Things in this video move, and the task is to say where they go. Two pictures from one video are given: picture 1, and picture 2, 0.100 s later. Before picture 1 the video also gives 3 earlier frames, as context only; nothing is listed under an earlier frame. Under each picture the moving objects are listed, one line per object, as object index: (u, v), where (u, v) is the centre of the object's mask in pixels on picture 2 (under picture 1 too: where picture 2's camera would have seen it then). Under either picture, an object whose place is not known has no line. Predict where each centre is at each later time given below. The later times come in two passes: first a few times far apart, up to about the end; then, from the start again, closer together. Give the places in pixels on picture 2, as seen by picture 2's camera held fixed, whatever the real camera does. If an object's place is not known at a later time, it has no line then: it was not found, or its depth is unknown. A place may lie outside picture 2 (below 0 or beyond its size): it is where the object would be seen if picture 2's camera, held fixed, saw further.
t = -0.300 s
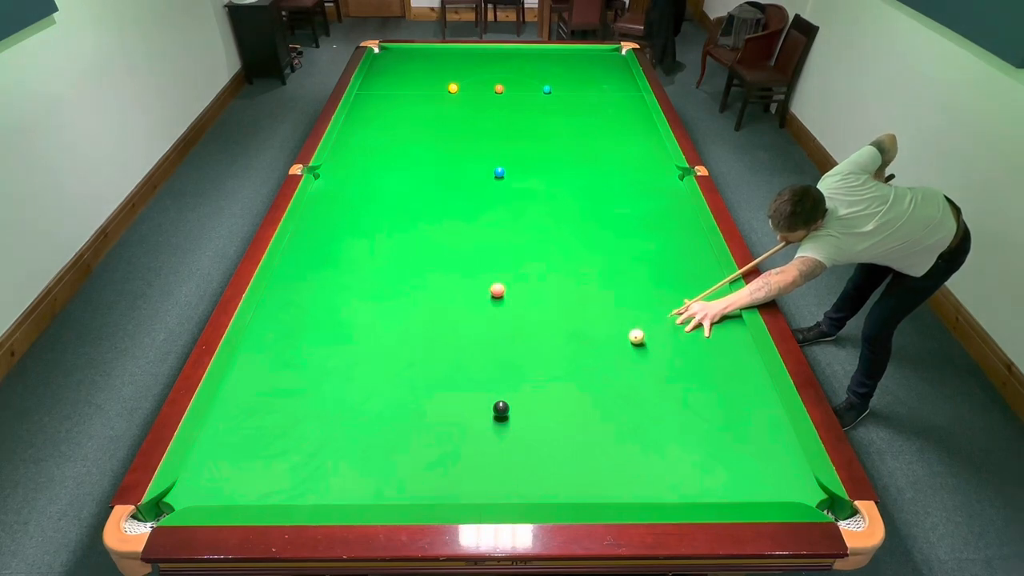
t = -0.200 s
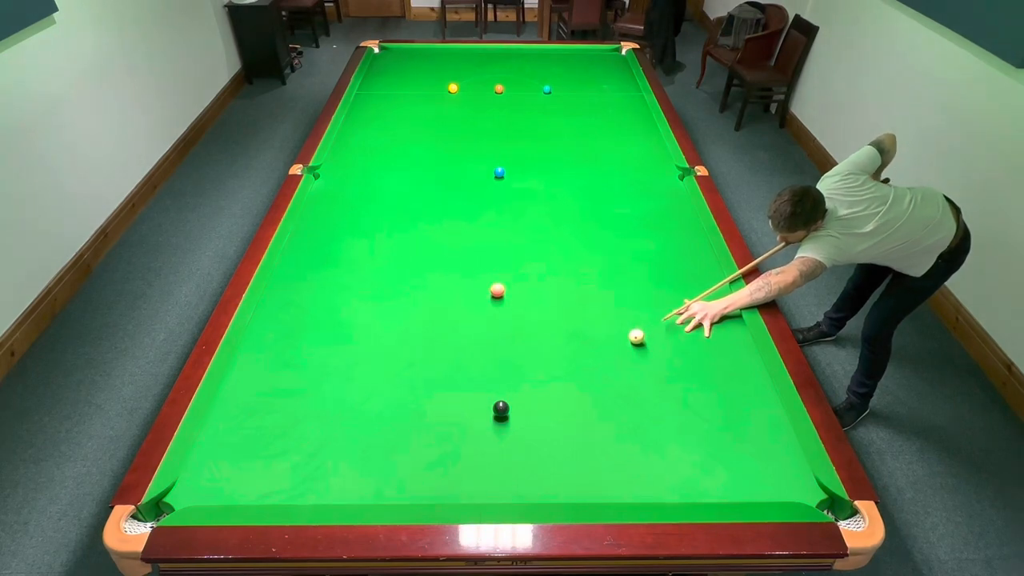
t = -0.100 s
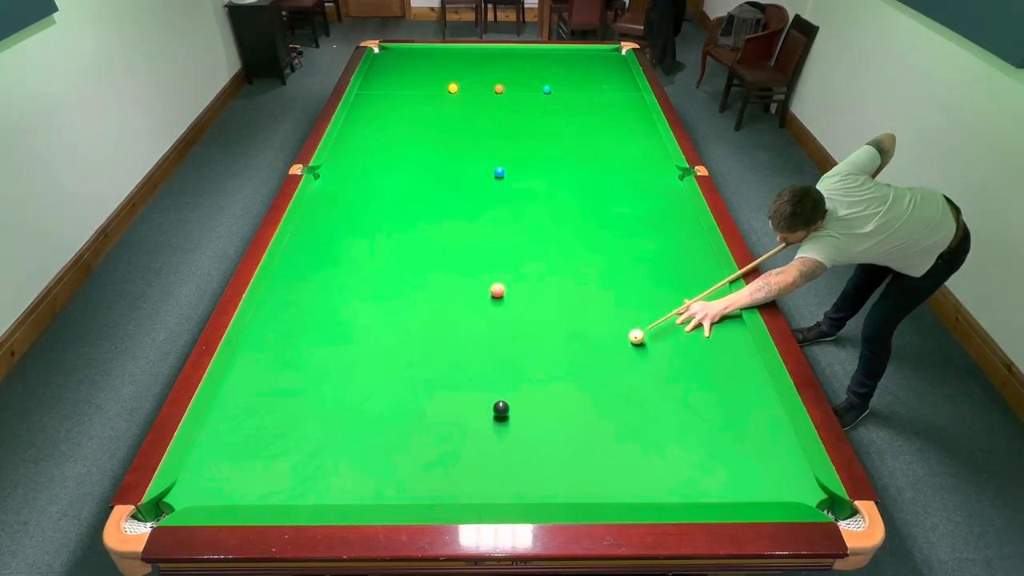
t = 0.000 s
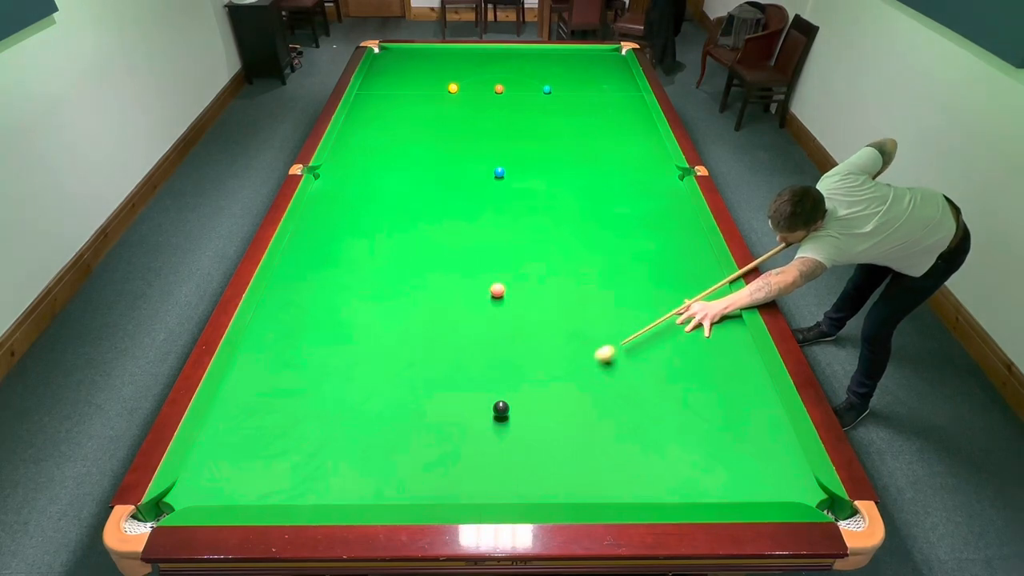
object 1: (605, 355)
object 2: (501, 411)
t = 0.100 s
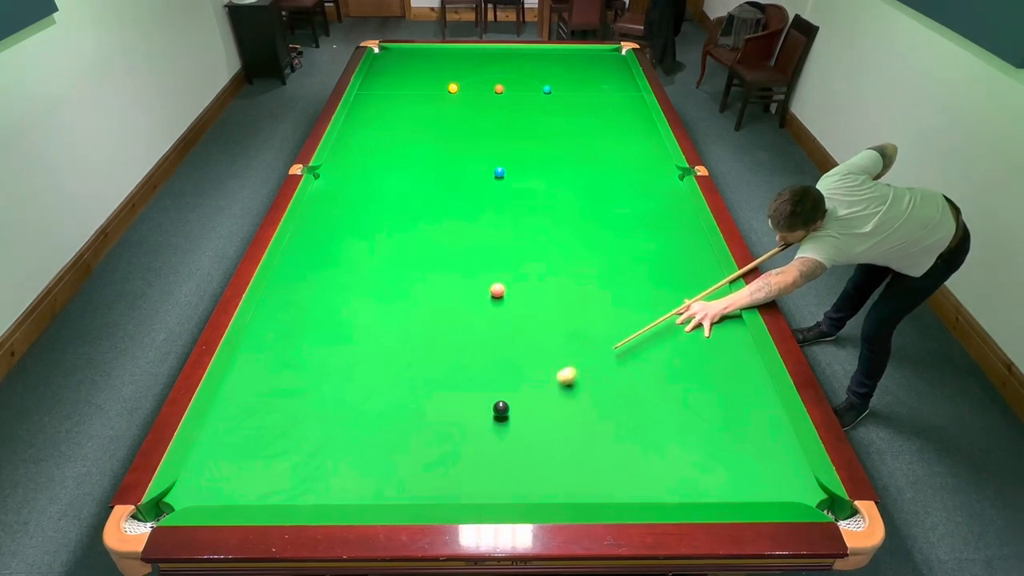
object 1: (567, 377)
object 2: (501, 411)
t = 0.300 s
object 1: (519, 414)
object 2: (471, 419)
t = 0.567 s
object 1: (504, 450)
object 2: (377, 446)
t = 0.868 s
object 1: (482, 494)
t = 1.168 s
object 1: (468, 469)
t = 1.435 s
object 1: (458, 448)
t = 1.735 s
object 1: (447, 428)
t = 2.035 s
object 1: (437, 411)
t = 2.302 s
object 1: (429, 399)
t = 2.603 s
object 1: (422, 386)
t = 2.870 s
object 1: (417, 376)
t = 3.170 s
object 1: (411, 367)
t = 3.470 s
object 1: (407, 360)
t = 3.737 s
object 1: (404, 355)
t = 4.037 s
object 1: (401, 350)
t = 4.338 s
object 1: (400, 346)
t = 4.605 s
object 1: (398, 345)
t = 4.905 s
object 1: (398, 344)
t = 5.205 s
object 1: (398, 344)
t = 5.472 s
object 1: (398, 344)
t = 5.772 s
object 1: (398, 345)
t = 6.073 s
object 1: (398, 344)
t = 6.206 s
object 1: (398, 344)
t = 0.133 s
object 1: (554, 384)
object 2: (501, 411)
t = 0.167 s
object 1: (541, 391)
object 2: (501, 411)
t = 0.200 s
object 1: (529, 398)
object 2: (501, 411)
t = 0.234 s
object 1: (518, 406)
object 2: (498, 411)
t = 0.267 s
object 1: (518, 410)
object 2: (484, 415)
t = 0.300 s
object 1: (519, 414)
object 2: (471, 419)
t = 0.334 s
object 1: (518, 418)
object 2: (457, 423)
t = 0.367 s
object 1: (517, 422)
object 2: (444, 427)
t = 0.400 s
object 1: (516, 426)
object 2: (432, 430)
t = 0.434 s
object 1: (514, 431)
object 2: (421, 434)
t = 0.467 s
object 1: (512, 435)
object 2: (409, 437)
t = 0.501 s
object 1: (509, 440)
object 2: (399, 440)
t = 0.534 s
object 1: (507, 445)
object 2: (388, 443)
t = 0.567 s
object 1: (504, 450)
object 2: (377, 446)
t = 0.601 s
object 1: (502, 455)
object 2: (367, 449)
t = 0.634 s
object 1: (500, 460)
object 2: (355, 452)
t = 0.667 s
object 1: (497, 466)
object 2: (345, 456)
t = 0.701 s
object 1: (494, 471)
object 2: (334, 459)
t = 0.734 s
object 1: (492, 476)
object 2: (323, 462)
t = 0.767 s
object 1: (489, 482)
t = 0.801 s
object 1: (487, 487)
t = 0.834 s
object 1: (485, 490)
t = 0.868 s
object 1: (482, 494)
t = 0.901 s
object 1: (480, 493)
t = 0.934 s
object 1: (478, 490)
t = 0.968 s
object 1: (477, 488)
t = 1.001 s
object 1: (475, 484)
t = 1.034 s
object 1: (474, 481)
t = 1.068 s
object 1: (472, 477)
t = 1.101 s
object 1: (471, 475)
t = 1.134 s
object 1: (470, 472)
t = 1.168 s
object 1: (468, 469)
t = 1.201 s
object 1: (467, 466)
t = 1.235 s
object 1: (465, 463)
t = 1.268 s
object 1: (464, 461)
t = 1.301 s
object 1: (463, 459)
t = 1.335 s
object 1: (461, 456)
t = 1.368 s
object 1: (460, 453)
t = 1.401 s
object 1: (459, 450)
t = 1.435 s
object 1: (458, 448)
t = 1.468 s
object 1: (456, 446)
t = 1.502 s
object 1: (455, 443)
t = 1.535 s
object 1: (454, 441)
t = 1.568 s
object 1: (452, 439)
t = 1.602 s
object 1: (451, 437)
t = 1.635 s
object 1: (450, 435)
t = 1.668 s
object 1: (449, 432)
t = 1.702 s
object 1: (448, 430)
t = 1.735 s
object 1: (447, 428)
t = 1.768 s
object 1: (446, 426)
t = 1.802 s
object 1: (445, 424)
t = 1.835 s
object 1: (443, 422)
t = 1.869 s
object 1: (442, 420)
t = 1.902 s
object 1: (441, 418)
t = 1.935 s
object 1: (440, 416)
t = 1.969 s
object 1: (439, 415)
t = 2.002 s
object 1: (438, 413)
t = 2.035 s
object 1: (437, 411)
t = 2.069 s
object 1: (436, 409)
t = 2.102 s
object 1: (435, 408)
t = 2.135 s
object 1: (434, 406)
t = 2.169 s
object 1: (433, 404)
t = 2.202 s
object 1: (432, 403)
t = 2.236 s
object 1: (431, 402)
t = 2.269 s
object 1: (430, 400)
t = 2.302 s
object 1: (429, 399)
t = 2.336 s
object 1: (429, 397)
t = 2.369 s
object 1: (428, 396)
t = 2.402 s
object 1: (427, 394)
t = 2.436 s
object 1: (426, 393)
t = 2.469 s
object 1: (425, 391)
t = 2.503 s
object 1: (424, 390)
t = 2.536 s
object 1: (424, 389)
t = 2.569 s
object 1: (423, 387)
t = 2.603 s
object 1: (422, 386)
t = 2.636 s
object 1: (421, 385)
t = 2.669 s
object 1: (421, 383)
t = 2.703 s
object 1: (420, 382)
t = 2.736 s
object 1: (419, 381)
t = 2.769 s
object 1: (418, 379)
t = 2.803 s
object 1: (418, 378)
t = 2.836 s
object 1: (417, 377)
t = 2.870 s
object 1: (417, 376)
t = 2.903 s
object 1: (416, 375)
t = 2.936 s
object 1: (415, 374)
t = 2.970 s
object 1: (415, 373)
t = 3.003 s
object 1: (414, 372)
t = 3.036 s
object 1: (413, 371)
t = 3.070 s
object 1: (413, 370)
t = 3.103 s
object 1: (412, 369)
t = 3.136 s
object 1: (412, 368)
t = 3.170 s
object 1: (411, 367)
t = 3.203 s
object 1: (411, 366)
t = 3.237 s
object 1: (410, 365)
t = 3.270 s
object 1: (410, 365)
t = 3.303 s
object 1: (409, 363)
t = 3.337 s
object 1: (409, 363)
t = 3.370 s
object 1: (408, 363)
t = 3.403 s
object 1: (408, 362)
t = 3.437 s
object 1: (407, 361)
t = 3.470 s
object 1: (407, 360)
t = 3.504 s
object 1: (407, 359)
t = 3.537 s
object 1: (406, 358)
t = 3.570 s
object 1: (406, 358)
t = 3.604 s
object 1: (405, 357)
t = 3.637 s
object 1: (405, 356)
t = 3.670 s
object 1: (405, 356)
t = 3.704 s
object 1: (404, 355)
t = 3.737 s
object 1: (404, 355)
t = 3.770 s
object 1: (404, 354)
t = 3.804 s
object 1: (403, 354)
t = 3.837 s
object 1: (403, 353)
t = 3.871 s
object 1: (403, 352)
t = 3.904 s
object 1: (402, 351)
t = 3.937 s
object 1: (402, 351)
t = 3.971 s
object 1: (402, 351)
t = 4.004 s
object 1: (401, 350)
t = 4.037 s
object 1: (401, 350)
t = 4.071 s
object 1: (401, 350)
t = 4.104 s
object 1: (401, 349)
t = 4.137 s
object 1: (400, 349)
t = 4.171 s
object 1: (400, 349)
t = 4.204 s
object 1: (399, 347)
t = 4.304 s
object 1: (402, 342)
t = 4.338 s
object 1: (400, 346)
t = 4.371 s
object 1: (399, 346)
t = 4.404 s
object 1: (399, 346)
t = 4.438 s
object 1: (399, 346)
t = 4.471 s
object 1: (399, 346)
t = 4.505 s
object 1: (398, 346)
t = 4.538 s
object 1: (398, 345)
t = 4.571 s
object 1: (398, 345)
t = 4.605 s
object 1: (398, 345)
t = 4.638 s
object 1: (398, 345)
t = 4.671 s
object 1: (398, 345)
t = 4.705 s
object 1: (398, 345)
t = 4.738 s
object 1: (398, 344)
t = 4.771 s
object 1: (398, 344)
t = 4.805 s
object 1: (398, 344)
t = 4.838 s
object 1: (398, 344)
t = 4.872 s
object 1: (398, 344)
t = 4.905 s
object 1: (398, 344)
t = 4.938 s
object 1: (398, 344)
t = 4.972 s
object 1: (398, 344)
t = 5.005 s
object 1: (398, 344)
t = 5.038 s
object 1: (398, 344)
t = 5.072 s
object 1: (398, 344)
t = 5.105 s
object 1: (398, 344)
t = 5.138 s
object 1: (398, 344)
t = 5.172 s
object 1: (398, 344)
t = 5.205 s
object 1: (398, 344)
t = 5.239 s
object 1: (398, 344)
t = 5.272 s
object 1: (398, 344)
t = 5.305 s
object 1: (398, 344)
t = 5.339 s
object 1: (398, 344)
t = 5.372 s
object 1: (398, 344)
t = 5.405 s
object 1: (398, 344)
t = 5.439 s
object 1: (398, 344)
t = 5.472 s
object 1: (398, 344)
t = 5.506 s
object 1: (398, 344)
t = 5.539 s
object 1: (398, 344)
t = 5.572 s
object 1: (398, 344)
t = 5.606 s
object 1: (398, 344)
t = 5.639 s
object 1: (398, 344)
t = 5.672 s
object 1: (398, 344)
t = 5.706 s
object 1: (398, 344)
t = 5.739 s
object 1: (398, 344)
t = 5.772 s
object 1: (398, 345)
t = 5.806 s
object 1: (398, 344)
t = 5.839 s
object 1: (398, 344)
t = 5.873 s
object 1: (398, 344)
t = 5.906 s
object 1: (398, 344)
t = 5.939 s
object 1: (398, 344)
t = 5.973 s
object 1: (398, 344)
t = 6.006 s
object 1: (398, 344)
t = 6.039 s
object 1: (398, 344)
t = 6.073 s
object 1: (398, 344)
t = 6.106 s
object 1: (398, 344)
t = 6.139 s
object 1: (398, 344)
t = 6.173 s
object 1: (398, 344)
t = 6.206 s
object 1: (398, 344)
